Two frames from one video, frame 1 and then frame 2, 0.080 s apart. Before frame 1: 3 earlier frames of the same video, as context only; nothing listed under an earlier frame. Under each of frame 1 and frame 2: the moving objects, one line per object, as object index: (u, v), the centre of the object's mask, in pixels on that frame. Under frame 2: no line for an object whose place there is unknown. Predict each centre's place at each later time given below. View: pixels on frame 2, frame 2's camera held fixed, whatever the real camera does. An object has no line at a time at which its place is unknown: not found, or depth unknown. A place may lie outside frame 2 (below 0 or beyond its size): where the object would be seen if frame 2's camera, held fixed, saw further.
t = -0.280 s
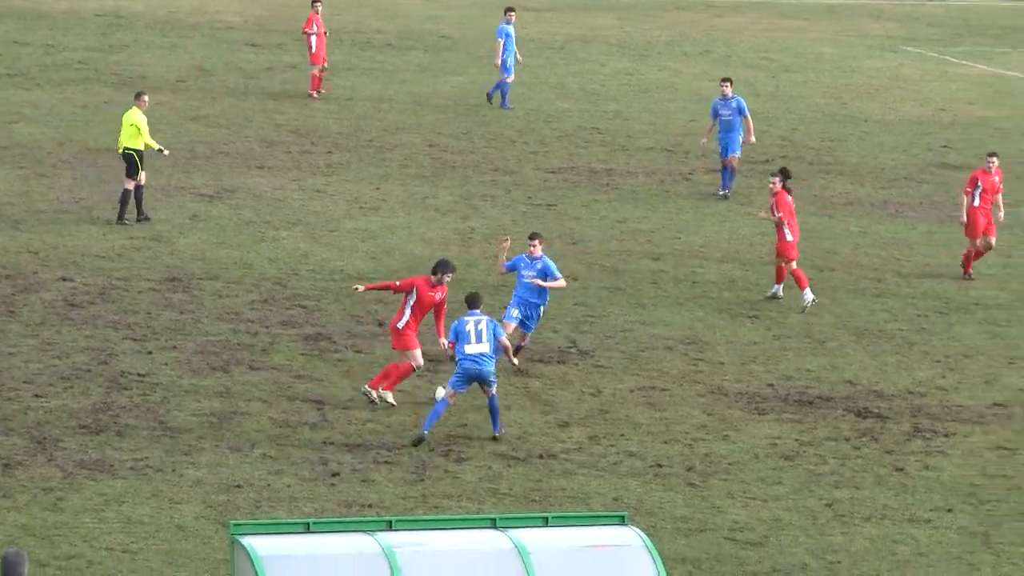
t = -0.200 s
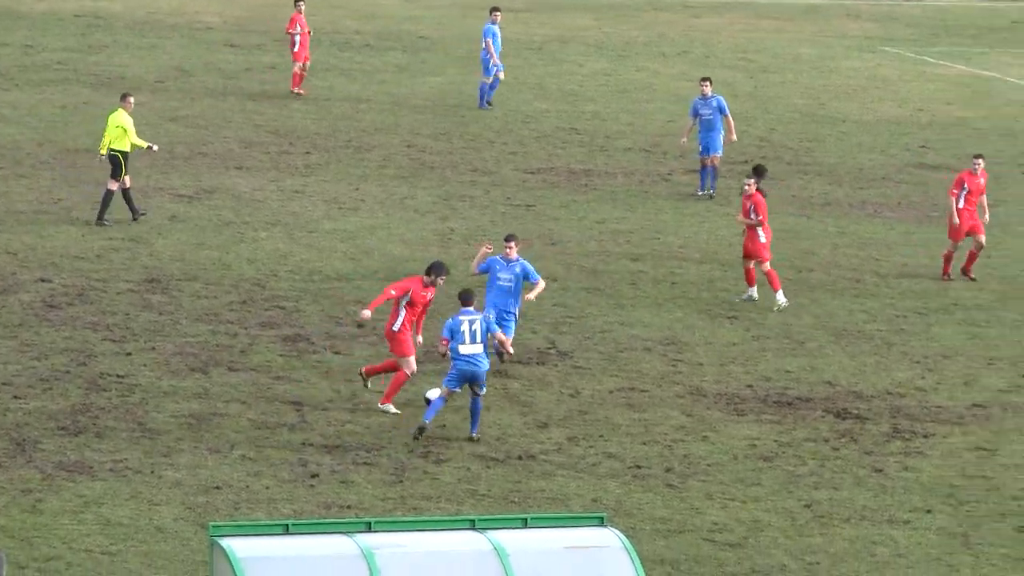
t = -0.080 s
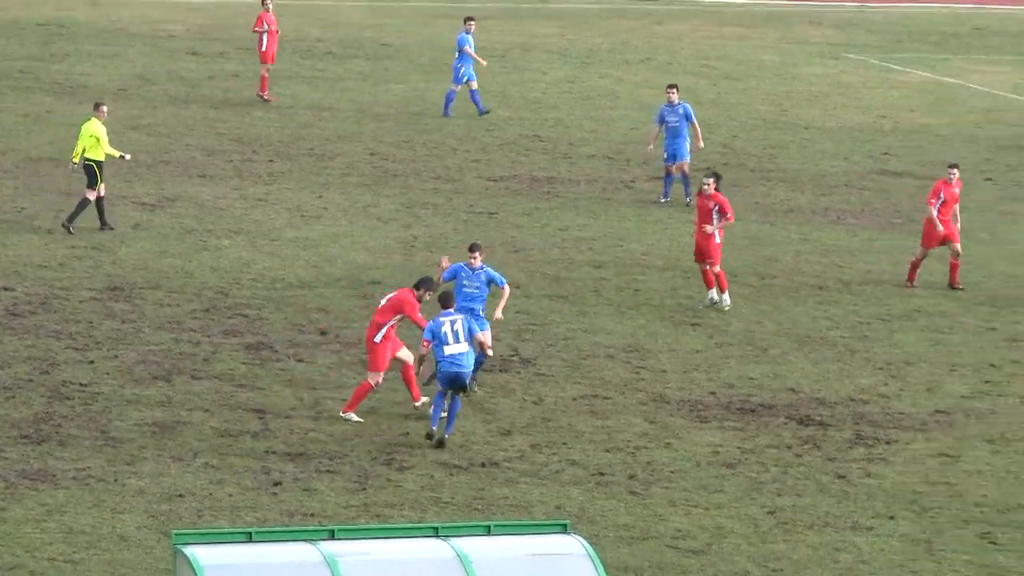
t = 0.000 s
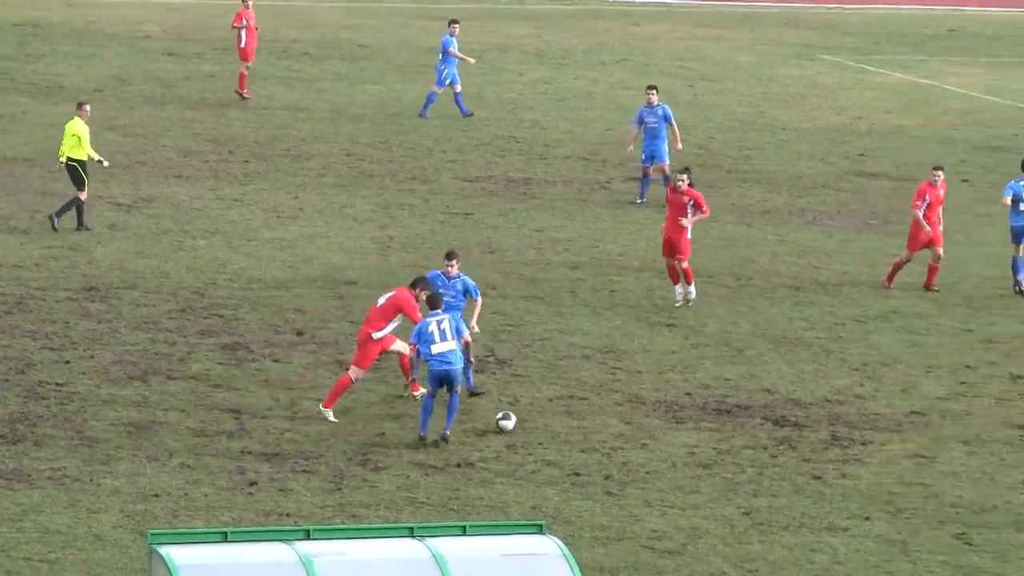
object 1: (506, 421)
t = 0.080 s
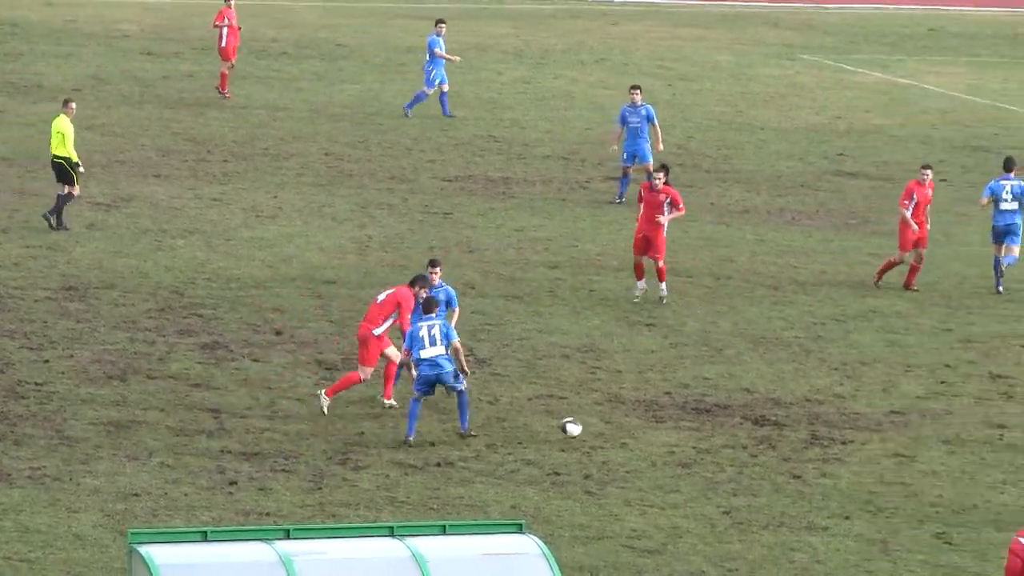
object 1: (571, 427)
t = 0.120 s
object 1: (614, 434)
